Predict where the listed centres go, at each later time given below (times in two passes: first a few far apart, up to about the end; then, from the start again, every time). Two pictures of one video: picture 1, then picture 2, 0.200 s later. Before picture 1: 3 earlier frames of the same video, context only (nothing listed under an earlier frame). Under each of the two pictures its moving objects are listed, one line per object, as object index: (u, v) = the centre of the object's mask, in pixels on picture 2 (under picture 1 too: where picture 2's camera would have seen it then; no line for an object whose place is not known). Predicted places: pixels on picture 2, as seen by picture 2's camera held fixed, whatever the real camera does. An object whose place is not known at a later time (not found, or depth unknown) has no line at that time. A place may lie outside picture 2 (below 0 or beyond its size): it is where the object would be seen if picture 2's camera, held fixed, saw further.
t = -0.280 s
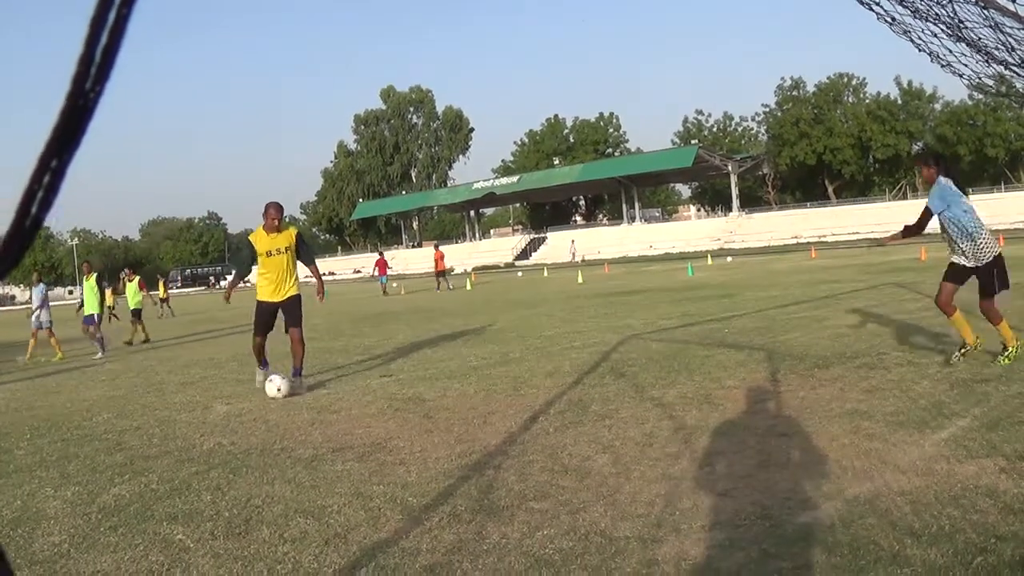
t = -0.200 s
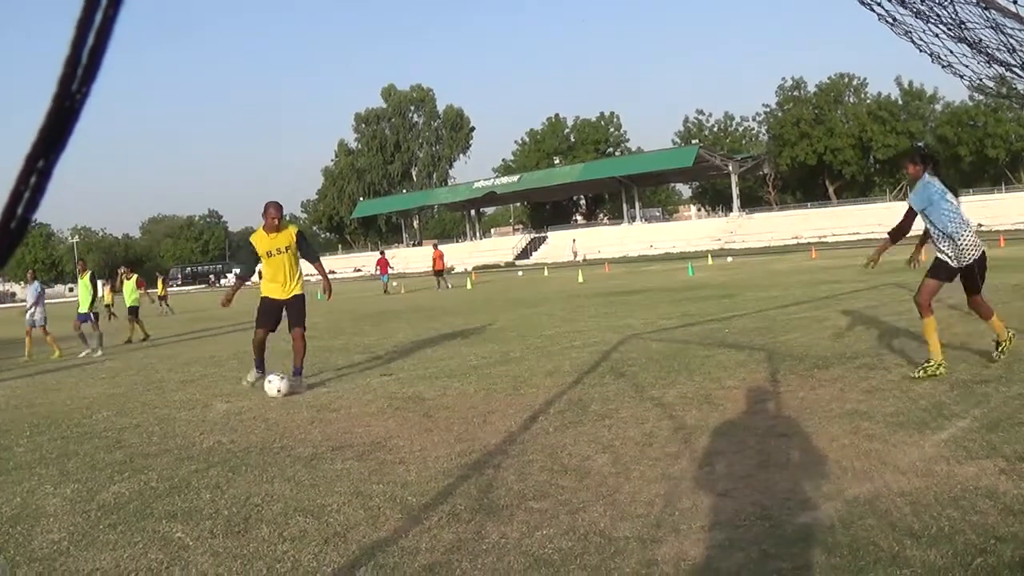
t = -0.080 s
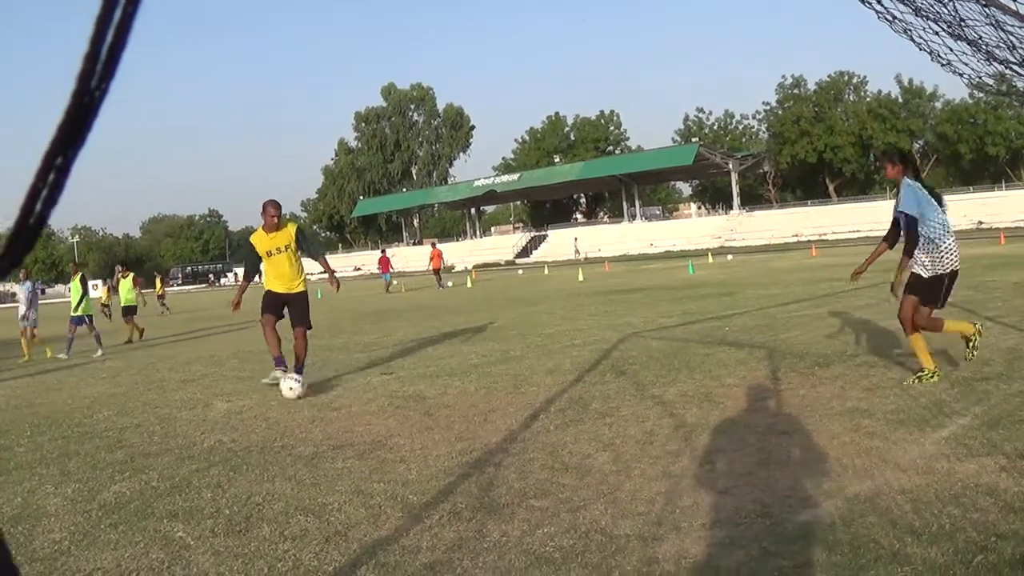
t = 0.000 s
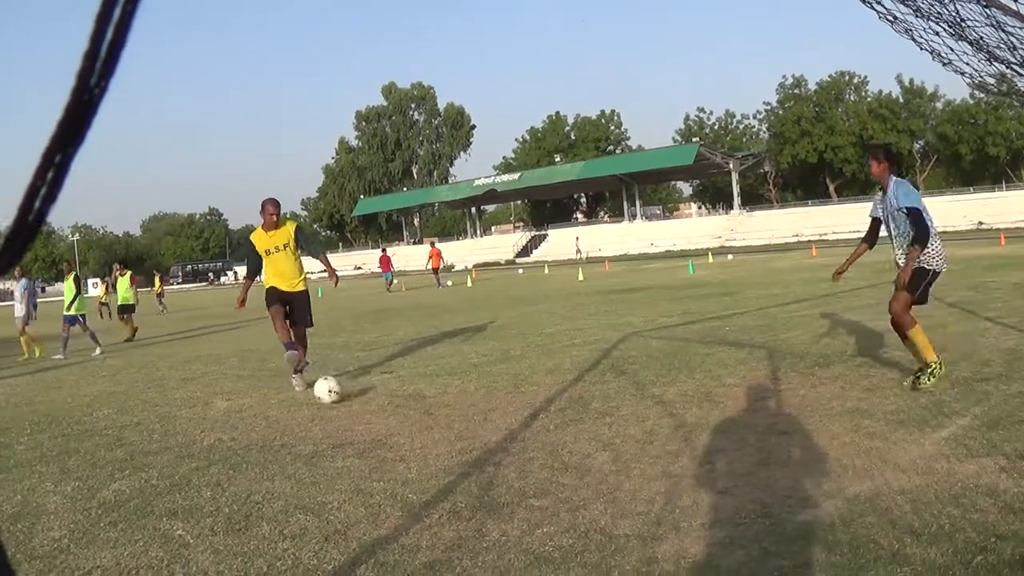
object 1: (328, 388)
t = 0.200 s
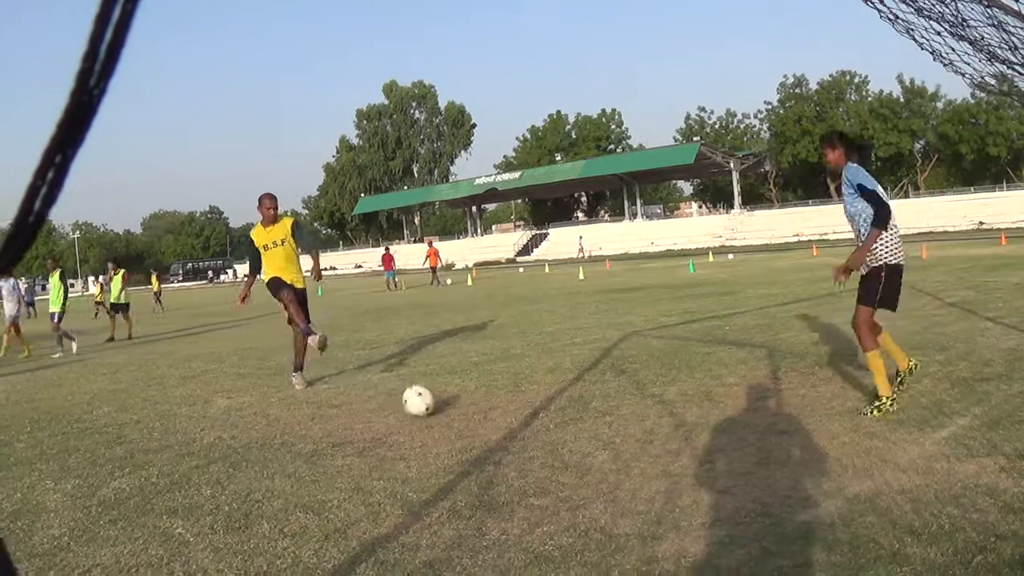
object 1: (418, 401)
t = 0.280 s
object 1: (457, 408)
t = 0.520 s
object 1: (566, 419)
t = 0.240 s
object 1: (437, 403)
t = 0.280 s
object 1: (457, 408)
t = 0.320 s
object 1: (472, 405)
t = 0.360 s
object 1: (489, 403)
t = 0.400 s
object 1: (508, 403)
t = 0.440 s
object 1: (527, 409)
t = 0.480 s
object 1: (546, 415)
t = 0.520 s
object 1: (566, 419)
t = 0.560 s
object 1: (588, 419)
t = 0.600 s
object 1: (611, 422)
